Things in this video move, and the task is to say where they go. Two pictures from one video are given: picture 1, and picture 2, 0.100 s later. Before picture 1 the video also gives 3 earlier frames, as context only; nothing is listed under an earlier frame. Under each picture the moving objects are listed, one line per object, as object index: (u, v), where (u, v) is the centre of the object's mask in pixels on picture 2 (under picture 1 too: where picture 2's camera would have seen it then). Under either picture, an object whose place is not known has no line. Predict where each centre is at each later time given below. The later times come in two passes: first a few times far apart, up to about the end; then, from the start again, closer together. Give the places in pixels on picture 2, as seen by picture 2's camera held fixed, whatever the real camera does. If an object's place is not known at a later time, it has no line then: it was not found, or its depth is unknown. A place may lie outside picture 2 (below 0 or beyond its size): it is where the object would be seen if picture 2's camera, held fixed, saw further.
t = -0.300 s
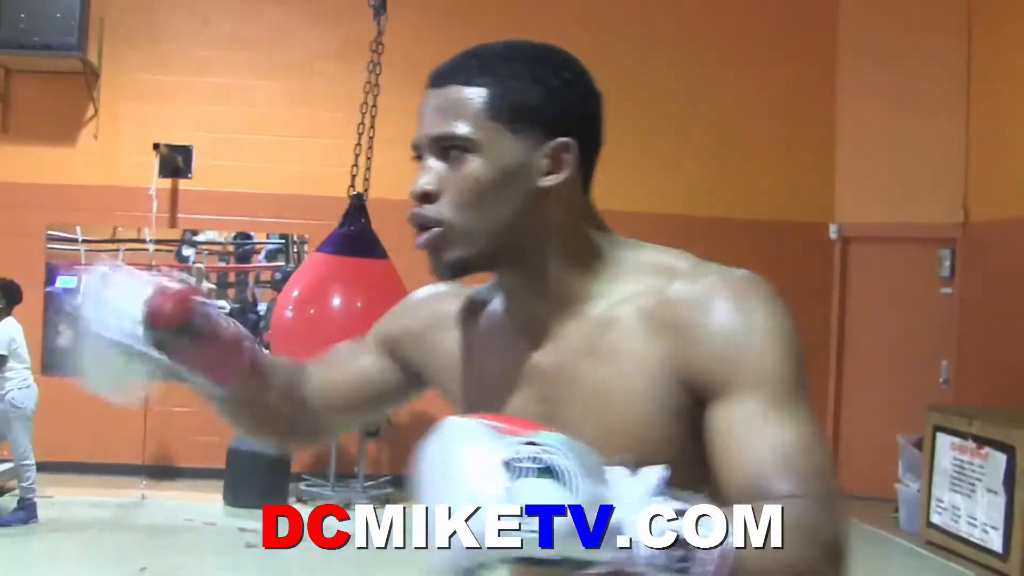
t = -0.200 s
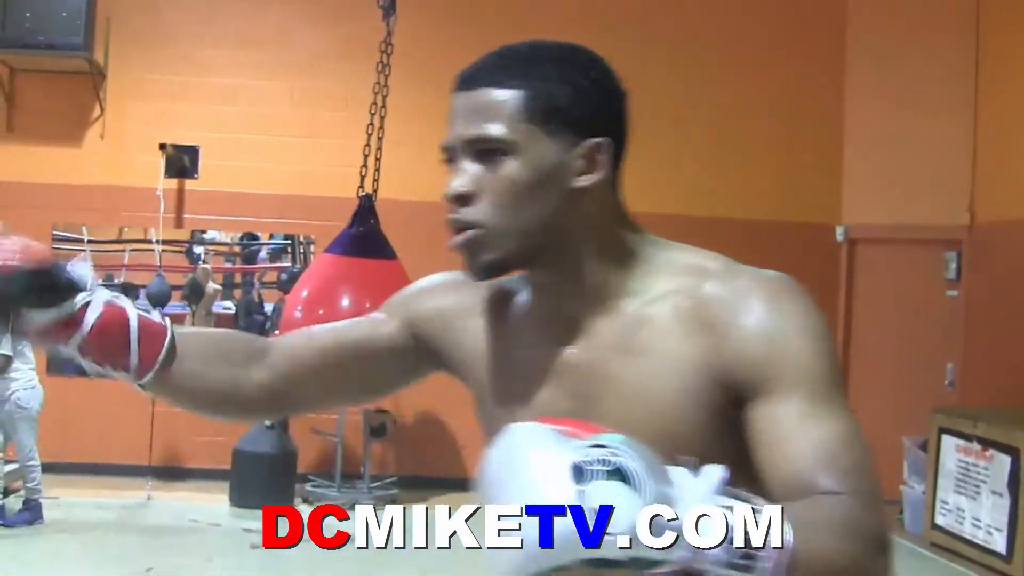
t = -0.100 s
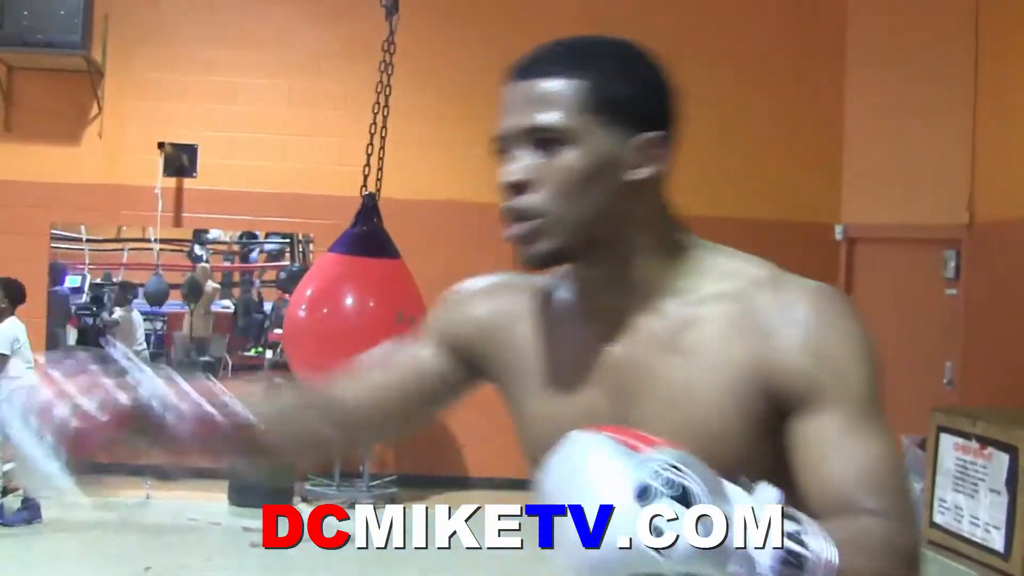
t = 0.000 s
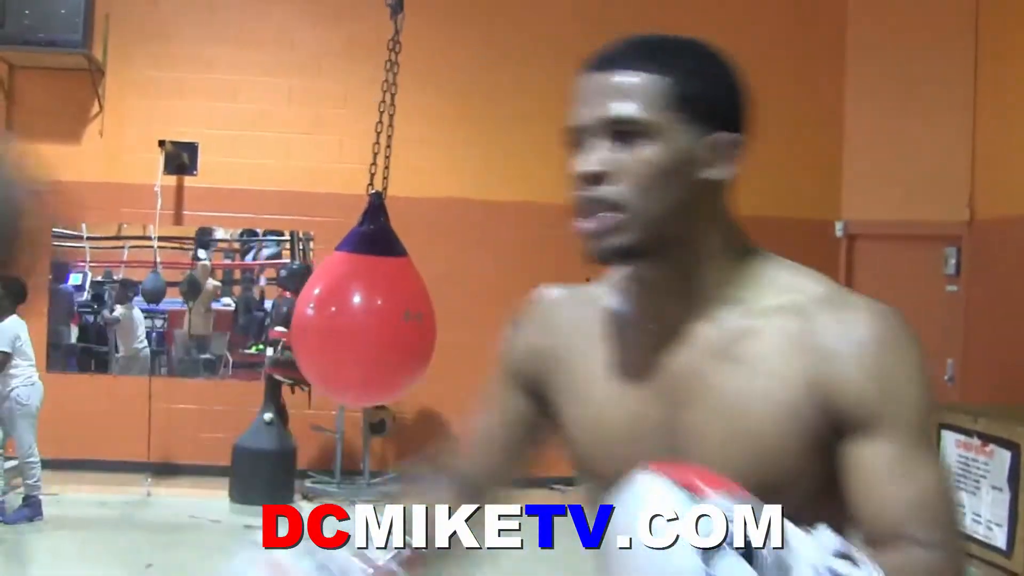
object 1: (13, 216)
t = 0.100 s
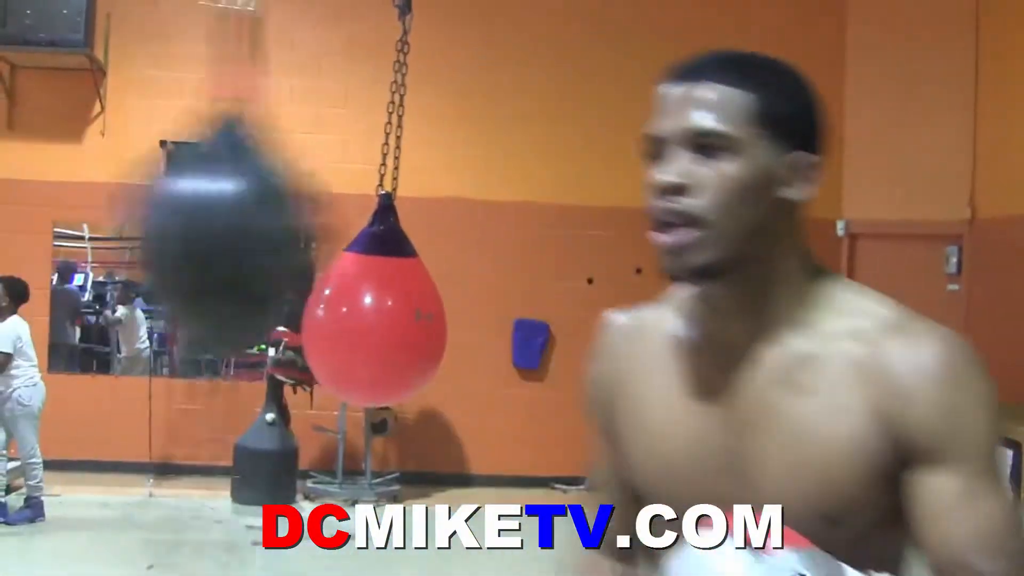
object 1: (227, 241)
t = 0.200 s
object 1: (319, 235)
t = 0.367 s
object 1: (33, 225)
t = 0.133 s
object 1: (283, 242)
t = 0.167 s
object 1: (319, 241)
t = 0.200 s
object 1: (319, 235)
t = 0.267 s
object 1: (235, 244)
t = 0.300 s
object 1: (160, 238)
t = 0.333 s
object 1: (77, 234)
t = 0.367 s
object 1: (33, 225)
